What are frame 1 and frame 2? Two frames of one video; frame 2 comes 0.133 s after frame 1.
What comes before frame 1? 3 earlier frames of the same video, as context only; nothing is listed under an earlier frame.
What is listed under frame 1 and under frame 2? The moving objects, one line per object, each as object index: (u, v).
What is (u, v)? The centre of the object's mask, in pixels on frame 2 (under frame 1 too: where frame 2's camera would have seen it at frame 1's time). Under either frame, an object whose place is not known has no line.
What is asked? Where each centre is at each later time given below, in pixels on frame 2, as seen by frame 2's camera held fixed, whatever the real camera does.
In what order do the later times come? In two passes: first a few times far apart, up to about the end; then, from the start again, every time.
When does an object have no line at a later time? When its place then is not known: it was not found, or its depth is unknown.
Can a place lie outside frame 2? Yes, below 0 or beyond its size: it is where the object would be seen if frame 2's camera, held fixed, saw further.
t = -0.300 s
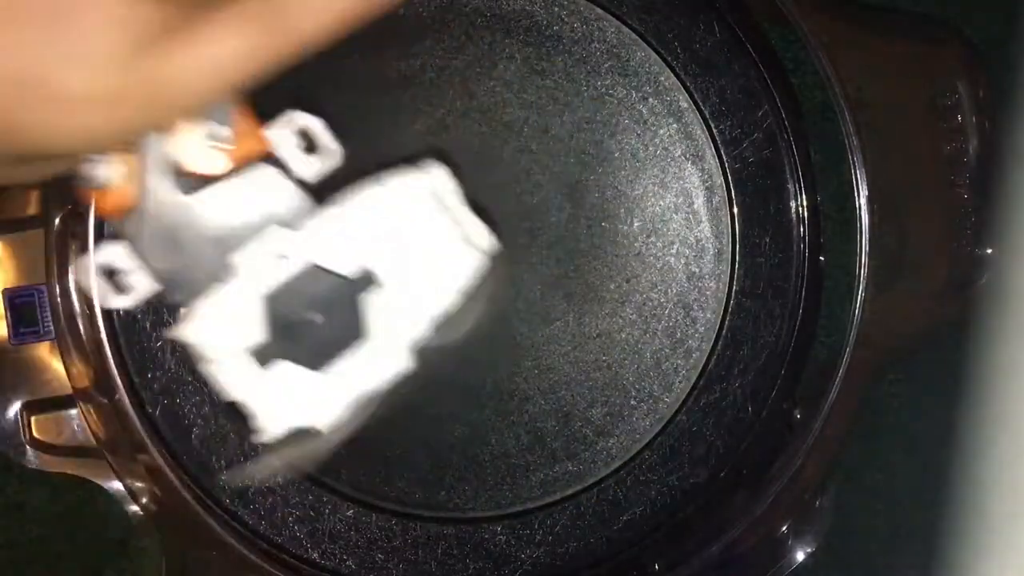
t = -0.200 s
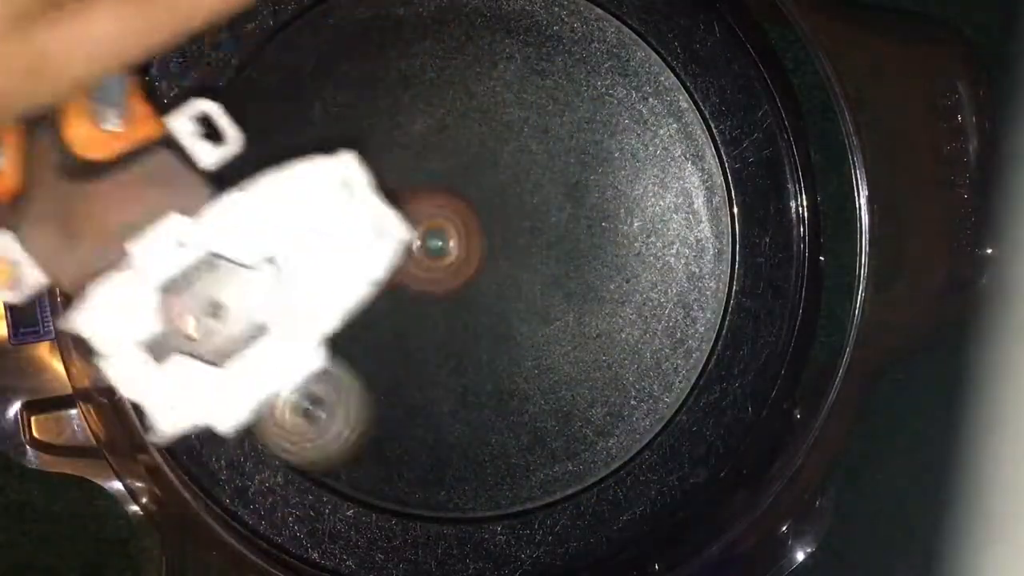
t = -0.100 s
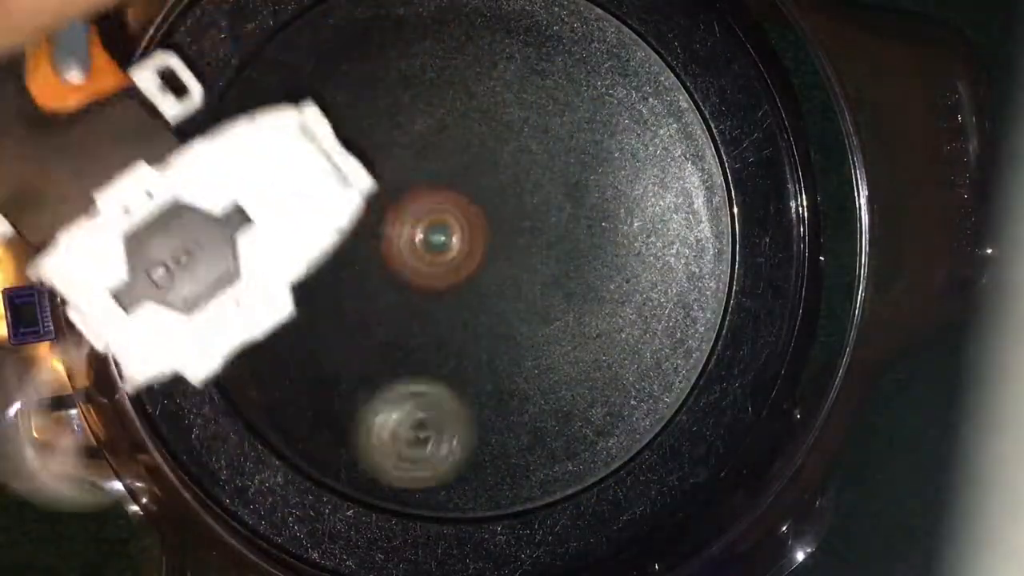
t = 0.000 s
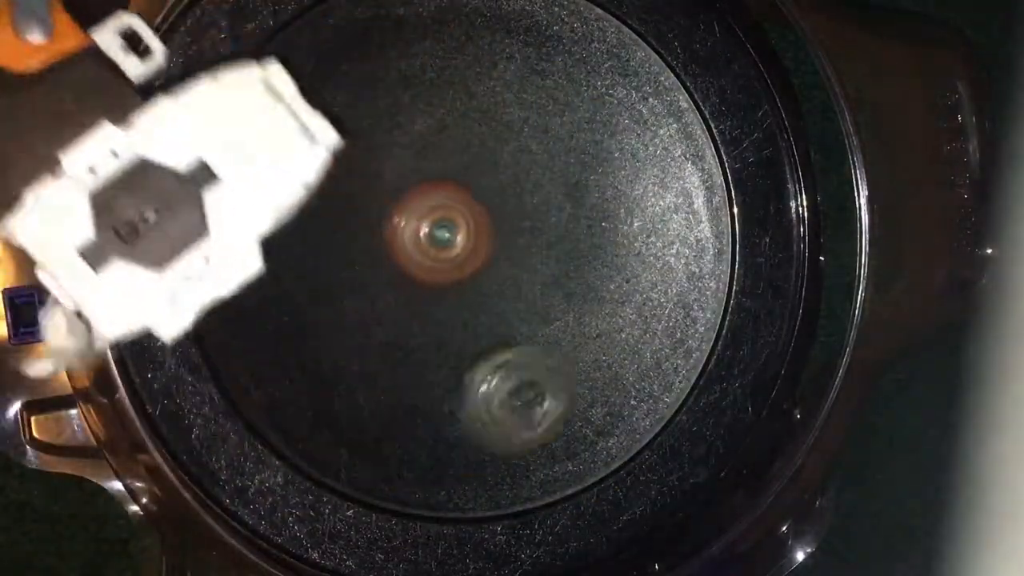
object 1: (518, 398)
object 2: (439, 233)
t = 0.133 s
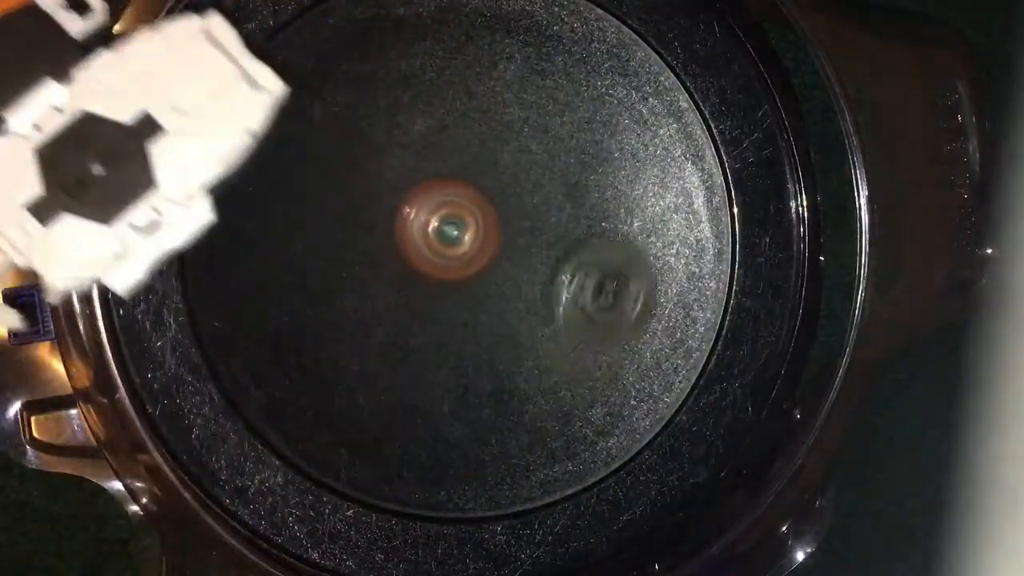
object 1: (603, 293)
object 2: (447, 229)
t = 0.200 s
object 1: (618, 230)
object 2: (453, 228)
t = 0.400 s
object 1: (559, 55)
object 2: (467, 227)
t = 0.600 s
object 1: (373, 50)
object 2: (484, 234)
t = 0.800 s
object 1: (305, 245)
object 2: (492, 243)
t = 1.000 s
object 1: (436, 398)
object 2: (489, 252)
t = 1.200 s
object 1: (612, 380)
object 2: (481, 261)
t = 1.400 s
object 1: (664, 215)
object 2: (468, 266)
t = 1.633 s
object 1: (482, 99)
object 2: (452, 265)
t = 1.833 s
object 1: (316, 190)
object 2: (442, 258)
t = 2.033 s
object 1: (298, 371)
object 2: (437, 248)
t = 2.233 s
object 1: (459, 439)
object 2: (439, 238)
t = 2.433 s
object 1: (589, 304)
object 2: (447, 231)
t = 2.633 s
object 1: (562, 134)
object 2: (459, 230)
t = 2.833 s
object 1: (421, 53)
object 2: (473, 232)
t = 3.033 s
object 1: (293, 170)
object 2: (482, 240)
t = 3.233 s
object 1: (367, 342)
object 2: (483, 250)
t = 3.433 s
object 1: (537, 372)
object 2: (479, 259)
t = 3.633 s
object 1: (649, 264)
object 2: (470, 264)
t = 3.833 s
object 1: (588, 121)
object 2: (458, 264)
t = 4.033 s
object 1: (411, 128)
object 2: (449, 258)
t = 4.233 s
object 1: (300, 255)
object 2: (458, 263)
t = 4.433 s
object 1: (334, 405)
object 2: (465, 258)
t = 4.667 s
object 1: (515, 383)
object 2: (474, 254)
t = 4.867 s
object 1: (594, 253)
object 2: (473, 223)
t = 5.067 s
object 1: (540, 113)
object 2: (472, 223)
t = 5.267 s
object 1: (389, 106)
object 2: (471, 228)
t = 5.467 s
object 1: (330, 253)
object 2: (469, 236)
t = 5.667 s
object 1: (430, 374)
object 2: (467, 243)
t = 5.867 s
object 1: (571, 351)
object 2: (463, 249)
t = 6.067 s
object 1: (607, 214)
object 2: (459, 252)
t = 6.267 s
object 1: (490, 123)
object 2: (454, 251)
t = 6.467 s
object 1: (351, 172)
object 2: (451, 249)
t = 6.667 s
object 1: (326, 318)
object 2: (451, 246)
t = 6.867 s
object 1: (451, 385)
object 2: (454, 243)
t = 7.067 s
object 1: (567, 304)
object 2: (459, 243)
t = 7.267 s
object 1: (569, 167)
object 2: (463, 246)
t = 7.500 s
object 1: (428, 104)
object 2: (467, 252)
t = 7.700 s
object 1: (344, 215)
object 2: (466, 256)
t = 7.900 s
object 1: (389, 349)
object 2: (470, 259)
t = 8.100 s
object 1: (518, 372)
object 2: (470, 259)
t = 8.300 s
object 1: (584, 261)
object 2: (468, 258)
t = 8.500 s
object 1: (526, 148)
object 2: (465, 254)
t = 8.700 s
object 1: (396, 145)
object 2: (465, 248)
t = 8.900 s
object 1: (339, 261)
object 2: (466, 244)
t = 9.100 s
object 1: (424, 357)
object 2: (469, 243)
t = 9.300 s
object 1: (527, 421)
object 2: (496, 145)
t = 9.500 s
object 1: (582, 457)
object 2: (524, 53)
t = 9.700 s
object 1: (563, 364)
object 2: (505, 101)
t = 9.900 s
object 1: (485, 300)
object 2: (492, 159)
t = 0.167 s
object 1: (614, 258)
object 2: (450, 228)
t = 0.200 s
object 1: (618, 230)
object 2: (453, 228)
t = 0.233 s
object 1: (622, 197)
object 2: (454, 228)
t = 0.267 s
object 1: (619, 167)
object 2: (457, 227)
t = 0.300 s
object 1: (612, 135)
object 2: (459, 227)
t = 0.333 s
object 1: (598, 105)
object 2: (461, 227)
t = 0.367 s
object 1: (582, 79)
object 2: (464, 227)
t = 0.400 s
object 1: (559, 55)
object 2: (467, 227)
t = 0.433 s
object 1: (531, 43)
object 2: (471, 227)
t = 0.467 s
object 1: (503, 35)
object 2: (475, 228)
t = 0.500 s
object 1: (472, 34)
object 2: (477, 230)
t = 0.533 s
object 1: (439, 35)
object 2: (479, 230)
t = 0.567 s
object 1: (403, 40)
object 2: (482, 232)
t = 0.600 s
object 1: (373, 50)
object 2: (484, 234)
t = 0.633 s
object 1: (345, 70)
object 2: (486, 235)
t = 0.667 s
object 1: (324, 99)
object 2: (487, 236)
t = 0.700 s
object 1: (309, 135)
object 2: (489, 238)
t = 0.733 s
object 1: (301, 170)
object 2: (491, 240)
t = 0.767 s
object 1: (299, 208)
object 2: (491, 241)
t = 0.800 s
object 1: (305, 245)
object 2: (492, 243)
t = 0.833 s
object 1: (315, 280)
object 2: (492, 244)
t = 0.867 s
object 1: (332, 313)
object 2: (492, 246)
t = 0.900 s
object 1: (352, 341)
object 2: (492, 248)
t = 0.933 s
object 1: (379, 365)
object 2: (492, 249)
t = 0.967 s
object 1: (406, 384)
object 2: (491, 251)
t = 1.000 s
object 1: (436, 398)
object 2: (489, 252)
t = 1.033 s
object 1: (467, 407)
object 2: (489, 254)
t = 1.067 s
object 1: (497, 413)
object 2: (487, 255)
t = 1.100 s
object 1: (529, 413)
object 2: (486, 256)
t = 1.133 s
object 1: (558, 407)
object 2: (485, 258)
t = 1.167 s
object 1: (585, 396)
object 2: (483, 259)
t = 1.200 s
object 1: (612, 380)
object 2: (481, 261)
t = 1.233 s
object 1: (631, 358)
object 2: (480, 262)
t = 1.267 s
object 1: (650, 337)
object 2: (479, 262)
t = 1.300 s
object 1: (664, 307)
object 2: (476, 263)
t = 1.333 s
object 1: (670, 279)
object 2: (473, 264)
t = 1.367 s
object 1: (670, 246)
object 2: (471, 265)
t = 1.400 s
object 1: (664, 215)
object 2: (468, 266)
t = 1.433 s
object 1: (649, 184)
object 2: (467, 266)
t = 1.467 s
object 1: (631, 157)
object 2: (464, 266)
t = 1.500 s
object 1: (608, 138)
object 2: (462, 266)
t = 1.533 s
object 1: (578, 119)
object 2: (459, 267)
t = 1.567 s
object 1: (549, 108)
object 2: (457, 266)
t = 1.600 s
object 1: (514, 100)
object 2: (455, 266)
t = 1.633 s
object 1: (482, 99)
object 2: (452, 265)
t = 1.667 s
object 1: (448, 103)
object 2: (451, 264)
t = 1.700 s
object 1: (416, 112)
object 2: (449, 263)
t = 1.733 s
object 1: (385, 127)
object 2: (447, 262)
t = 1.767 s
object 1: (359, 144)
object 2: (445, 261)
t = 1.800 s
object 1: (335, 166)
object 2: (444, 259)
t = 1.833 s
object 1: (316, 190)
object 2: (442, 258)
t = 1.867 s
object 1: (299, 219)
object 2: (441, 256)
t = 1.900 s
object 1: (288, 248)
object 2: (440, 255)
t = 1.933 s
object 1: (281, 279)
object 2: (439, 253)
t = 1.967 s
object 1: (280, 310)
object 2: (438, 252)
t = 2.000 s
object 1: (286, 342)
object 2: (437, 250)
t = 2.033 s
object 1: (298, 371)
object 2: (437, 248)
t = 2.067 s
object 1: (316, 396)
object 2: (437, 246)
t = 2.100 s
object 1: (339, 417)
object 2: (437, 244)
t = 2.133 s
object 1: (368, 433)
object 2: (437, 242)
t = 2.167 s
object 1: (397, 443)
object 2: (438, 240)
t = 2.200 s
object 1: (428, 445)
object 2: (438, 239)
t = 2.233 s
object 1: (459, 439)
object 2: (439, 238)
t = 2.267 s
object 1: (488, 430)
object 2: (440, 237)
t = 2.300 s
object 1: (516, 415)
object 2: (441, 236)
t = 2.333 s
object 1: (540, 390)
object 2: (442, 234)
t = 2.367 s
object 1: (560, 364)
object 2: (443, 233)
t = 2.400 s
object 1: (576, 336)
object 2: (445, 232)
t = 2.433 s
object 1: (589, 304)
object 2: (447, 231)
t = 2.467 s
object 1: (593, 276)
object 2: (448, 230)
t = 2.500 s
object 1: (595, 248)
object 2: (450, 230)
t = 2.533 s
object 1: (593, 213)
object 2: (452, 229)
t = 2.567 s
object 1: (586, 186)
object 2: (454, 229)
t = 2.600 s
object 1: (578, 161)
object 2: (456, 229)
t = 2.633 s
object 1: (562, 134)
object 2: (459, 230)
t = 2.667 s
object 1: (544, 109)
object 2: (461, 230)
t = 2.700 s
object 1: (525, 90)
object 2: (463, 230)
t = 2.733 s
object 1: (501, 74)
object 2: (467, 229)
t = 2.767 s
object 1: (475, 60)
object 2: (469, 230)
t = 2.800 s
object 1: (448, 53)
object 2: (472, 230)
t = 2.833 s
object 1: (421, 53)
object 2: (473, 232)
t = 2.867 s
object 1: (389, 57)
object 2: (475, 233)
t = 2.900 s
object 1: (362, 68)
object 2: (477, 234)
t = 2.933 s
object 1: (337, 87)
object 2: (479, 236)
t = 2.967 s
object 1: (317, 110)
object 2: (480, 237)
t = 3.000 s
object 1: (301, 138)
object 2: (481, 239)
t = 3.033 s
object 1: (293, 170)
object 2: (482, 240)
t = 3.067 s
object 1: (291, 203)
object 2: (482, 242)
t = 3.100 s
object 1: (296, 236)
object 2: (483, 244)
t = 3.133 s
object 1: (307, 268)
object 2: (483, 246)
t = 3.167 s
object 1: (324, 297)
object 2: (483, 247)
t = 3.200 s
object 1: (344, 322)
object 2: (483, 249)
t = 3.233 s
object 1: (367, 342)
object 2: (483, 250)
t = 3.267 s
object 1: (395, 359)
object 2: (483, 251)
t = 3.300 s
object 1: (423, 369)
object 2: (482, 253)
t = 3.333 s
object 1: (452, 376)
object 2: (482, 254)
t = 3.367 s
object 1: (479, 380)
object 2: (480, 256)
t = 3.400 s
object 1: (509, 379)
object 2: (479, 257)
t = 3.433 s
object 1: (537, 372)
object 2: (479, 259)
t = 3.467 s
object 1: (562, 364)
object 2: (477, 260)
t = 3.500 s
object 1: (588, 349)
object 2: (476, 260)
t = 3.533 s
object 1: (608, 330)
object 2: (474, 261)
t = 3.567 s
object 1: (626, 312)
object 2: (473, 262)
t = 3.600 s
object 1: (639, 289)
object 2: (471, 263)
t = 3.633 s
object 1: (649, 264)
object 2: (470, 264)
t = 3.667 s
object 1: (652, 238)
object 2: (468, 264)
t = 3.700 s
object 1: (648, 209)
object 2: (466, 264)
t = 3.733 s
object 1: (643, 183)
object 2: (464, 264)
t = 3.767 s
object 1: (628, 157)
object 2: (461, 264)
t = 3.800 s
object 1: (611, 138)
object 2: (459, 264)
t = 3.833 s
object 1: (588, 121)
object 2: (458, 264)
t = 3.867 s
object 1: (561, 109)
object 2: (456, 263)
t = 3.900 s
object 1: (528, 103)
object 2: (454, 262)
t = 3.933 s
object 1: (499, 100)
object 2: (453, 262)
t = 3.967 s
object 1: (469, 105)
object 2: (451, 260)
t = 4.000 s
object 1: (440, 114)
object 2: (450, 259)
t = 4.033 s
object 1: (411, 128)
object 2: (449, 258)
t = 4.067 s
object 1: (387, 145)
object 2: (447, 257)
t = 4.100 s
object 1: (365, 166)
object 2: (447, 256)
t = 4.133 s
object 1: (348, 188)
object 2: (447, 256)
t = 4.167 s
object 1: (327, 208)
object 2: (453, 260)
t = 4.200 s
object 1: (312, 230)
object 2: (456, 262)
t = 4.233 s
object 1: (300, 255)
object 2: (458, 263)
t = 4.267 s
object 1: (292, 281)
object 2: (459, 263)
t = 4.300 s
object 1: (289, 308)
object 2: (460, 262)
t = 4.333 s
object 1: (292, 337)
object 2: (461, 261)
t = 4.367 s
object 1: (300, 362)
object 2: (462, 260)
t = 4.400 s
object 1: (314, 385)
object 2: (464, 259)
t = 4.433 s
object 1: (334, 405)
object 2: (465, 258)
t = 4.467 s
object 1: (358, 420)
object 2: (467, 257)
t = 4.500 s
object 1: (386, 429)
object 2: (468, 257)
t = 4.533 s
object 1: (414, 430)
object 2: (469, 255)
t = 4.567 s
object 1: (443, 425)
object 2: (470, 255)
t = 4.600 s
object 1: (469, 415)
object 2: (472, 255)
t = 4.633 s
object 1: (493, 401)
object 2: (473, 254)
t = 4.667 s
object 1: (515, 383)
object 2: (474, 254)
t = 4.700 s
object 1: (534, 359)
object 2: (476, 253)
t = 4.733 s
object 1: (554, 340)
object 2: (475, 243)
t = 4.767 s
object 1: (568, 320)
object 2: (474, 234)
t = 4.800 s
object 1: (579, 301)
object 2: (473, 229)
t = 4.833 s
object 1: (589, 278)
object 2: (472, 225)
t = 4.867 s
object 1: (594, 253)
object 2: (473, 223)
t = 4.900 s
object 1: (595, 227)
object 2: (472, 223)
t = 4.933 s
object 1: (592, 199)
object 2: (472, 223)
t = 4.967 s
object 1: (584, 172)
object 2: (472, 223)
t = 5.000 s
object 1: (573, 151)
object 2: (472, 223)
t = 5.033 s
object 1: (560, 132)
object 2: (472, 223)
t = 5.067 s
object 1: (540, 113)
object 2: (472, 223)
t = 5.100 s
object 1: (519, 98)
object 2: (472, 224)
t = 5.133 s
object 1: (492, 90)
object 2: (471, 225)
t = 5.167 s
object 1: (466, 84)
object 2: (471, 225)
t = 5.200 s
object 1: (438, 86)
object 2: (471, 226)
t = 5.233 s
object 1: (413, 93)
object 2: (471, 226)
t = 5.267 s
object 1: (389, 106)
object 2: (471, 228)
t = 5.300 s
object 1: (368, 123)
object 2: (471, 228)
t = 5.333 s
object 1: (351, 145)
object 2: (471, 231)
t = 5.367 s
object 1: (339, 170)
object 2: (470, 232)
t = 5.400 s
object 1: (332, 198)
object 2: (470, 234)
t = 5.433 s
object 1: (329, 225)
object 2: (470, 235)
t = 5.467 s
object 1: (330, 253)
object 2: (469, 236)
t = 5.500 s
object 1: (337, 280)
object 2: (469, 237)
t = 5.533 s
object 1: (349, 305)
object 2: (469, 238)
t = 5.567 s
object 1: (364, 329)
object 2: (469, 239)
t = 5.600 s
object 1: (383, 347)
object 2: (469, 241)
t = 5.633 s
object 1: (406, 363)
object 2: (468, 242)
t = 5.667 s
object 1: (430, 374)
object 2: (467, 243)
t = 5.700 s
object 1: (454, 380)
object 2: (467, 244)
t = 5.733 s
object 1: (479, 384)
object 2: (466, 245)
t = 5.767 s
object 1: (504, 382)
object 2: (466, 246)
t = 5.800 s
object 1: (527, 377)
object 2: (465, 247)
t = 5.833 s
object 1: (553, 366)
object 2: (464, 248)
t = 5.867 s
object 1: (571, 351)
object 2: (463, 249)
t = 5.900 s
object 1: (588, 331)
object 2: (462, 250)
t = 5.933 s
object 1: (602, 310)
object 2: (462, 250)
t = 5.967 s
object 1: (610, 287)
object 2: (461, 251)
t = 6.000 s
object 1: (613, 261)
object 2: (460, 251)
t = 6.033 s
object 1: (610, 236)
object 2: (459, 251)
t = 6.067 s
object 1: (607, 214)
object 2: (459, 252)
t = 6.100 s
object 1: (594, 190)
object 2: (458, 252)
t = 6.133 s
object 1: (582, 172)
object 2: (457, 252)
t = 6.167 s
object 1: (563, 154)
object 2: (456, 252)
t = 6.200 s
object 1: (541, 140)
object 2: (456, 252)
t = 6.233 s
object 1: (515, 129)
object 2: (454, 252)
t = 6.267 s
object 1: (490, 123)
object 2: (454, 251)
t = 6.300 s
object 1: (465, 121)
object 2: (453, 251)
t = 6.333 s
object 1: (438, 124)
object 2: (452, 250)
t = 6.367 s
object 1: (415, 130)
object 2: (451, 250)
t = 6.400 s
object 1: (391, 140)
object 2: (451, 250)
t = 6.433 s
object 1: (369, 154)
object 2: (450, 249)
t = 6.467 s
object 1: (351, 172)
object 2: (451, 249)
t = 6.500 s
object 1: (335, 194)
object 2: (450, 249)
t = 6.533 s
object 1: (324, 217)
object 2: (450, 248)
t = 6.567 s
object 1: (318, 242)
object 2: (450, 247)
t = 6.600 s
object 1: (316, 268)
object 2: (450, 247)
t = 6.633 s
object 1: (319, 294)
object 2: (450, 246)
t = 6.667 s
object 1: (326, 318)
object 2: (451, 246)
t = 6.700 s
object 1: (339, 339)
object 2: (451, 245)
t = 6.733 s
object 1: (357, 357)
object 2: (452, 245)
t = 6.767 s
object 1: (378, 371)
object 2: (452, 244)
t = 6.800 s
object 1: (402, 380)
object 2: (453, 244)
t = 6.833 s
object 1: (426, 385)
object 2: (453, 243)
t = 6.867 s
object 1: (451, 385)
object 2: (454, 243)
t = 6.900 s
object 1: (476, 381)
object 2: (455, 243)
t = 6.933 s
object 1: (499, 372)
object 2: (455, 243)
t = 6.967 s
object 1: (521, 359)
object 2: (457, 243)
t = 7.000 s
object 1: (538, 344)
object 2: (457, 243)
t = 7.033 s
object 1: (556, 325)
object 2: (458, 243)
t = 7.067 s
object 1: (567, 304)
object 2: (459, 243)
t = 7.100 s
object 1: (576, 282)
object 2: (459, 243)
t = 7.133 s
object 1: (582, 258)
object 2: (460, 244)
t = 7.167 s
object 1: (585, 236)
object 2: (460, 244)
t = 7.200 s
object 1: (583, 212)
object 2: (462, 245)
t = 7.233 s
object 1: (579, 188)
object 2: (463, 246)
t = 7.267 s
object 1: (569, 167)
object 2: (463, 246)
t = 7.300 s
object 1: (558, 148)
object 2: (464, 247)
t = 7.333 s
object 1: (541, 131)
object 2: (464, 248)
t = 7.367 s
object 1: (522, 116)
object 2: (465, 249)
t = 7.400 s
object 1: (499, 106)
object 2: (465, 250)
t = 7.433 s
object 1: (476, 99)
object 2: (466, 250)
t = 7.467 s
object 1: (452, 99)
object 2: (466, 251)
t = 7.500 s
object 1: (428, 104)
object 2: (467, 252)
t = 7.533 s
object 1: (406, 113)
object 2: (467, 253)
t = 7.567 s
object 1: (386, 127)
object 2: (467, 253)
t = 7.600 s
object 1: (368, 146)
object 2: (467, 254)
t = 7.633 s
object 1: (356, 167)
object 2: (467, 255)
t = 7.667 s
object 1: (347, 191)
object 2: (466, 255)
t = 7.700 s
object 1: (344, 215)
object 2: (466, 256)
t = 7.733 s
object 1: (344, 241)
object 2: (466, 257)
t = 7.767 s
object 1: (348, 266)
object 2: (466, 258)
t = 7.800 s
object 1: (354, 290)
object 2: (466, 258)
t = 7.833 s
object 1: (361, 311)
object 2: (469, 259)
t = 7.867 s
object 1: (373, 332)
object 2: (469, 259)
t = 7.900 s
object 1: (389, 349)
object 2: (470, 259)
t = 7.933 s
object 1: (408, 363)
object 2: (470, 259)
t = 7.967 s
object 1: (428, 373)
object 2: (469, 259)
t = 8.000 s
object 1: (450, 380)
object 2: (470, 259)
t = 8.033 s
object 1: (474, 382)
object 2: (470, 259)
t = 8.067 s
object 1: (494, 379)
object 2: (470, 259)
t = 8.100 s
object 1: (518, 372)
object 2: (470, 259)
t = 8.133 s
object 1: (536, 361)
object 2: (469, 259)
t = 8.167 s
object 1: (554, 346)
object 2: (469, 259)
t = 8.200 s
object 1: (566, 325)
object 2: (469, 259)
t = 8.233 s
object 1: (576, 308)
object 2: (469, 259)
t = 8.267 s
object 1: (582, 285)
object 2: (468, 258)
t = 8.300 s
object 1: (584, 261)
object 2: (468, 258)
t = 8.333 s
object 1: (584, 241)
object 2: (467, 257)
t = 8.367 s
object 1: (580, 220)
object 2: (467, 256)
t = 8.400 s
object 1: (572, 200)
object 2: (466, 256)
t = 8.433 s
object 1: (560, 180)
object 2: (466, 255)
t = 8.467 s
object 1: (544, 162)
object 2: (465, 255)
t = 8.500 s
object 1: (526, 148)
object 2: (465, 254)
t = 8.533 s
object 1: (505, 138)
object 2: (465, 253)
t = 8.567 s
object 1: (483, 132)
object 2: (465, 252)
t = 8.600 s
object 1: (460, 129)
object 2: (465, 251)
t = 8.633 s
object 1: (439, 130)
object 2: (465, 249)
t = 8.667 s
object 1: (416, 136)
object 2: (465, 249)
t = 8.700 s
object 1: (396, 145)
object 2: (465, 248)
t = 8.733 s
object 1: (377, 158)
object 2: (465, 247)
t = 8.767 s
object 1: (362, 175)
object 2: (465, 247)
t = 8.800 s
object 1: (350, 194)
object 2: (466, 246)
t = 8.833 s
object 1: (342, 216)
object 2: (466, 245)
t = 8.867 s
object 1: (339, 238)
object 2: (466, 245)
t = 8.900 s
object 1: (339, 261)
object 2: (466, 244)
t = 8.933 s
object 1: (344, 284)
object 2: (467, 244)
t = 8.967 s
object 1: (353, 305)
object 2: (467, 244)
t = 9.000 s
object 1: (366, 324)
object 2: (467, 243)
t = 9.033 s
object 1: (384, 339)
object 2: (469, 243)
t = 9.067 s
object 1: (403, 349)
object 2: (469, 243)
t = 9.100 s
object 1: (424, 357)
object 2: (469, 243)
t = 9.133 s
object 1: (445, 361)
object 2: (470, 243)
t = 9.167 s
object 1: (467, 360)
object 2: (470, 243)
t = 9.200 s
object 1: (489, 357)
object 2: (470, 243)
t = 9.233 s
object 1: (507, 365)
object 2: (473, 237)
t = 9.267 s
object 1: (518, 397)
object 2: (487, 187)
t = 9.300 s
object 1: (527, 421)
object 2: (496, 145)
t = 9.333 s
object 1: (537, 438)
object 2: (506, 111)
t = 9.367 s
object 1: (546, 446)
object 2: (514, 87)
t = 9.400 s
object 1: (556, 451)
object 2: (521, 69)
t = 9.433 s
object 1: (563, 455)
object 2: (523, 58)
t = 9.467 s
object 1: (573, 457)
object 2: (524, 54)
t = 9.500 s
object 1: (582, 457)
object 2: (524, 53)
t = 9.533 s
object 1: (590, 449)
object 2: (523, 55)
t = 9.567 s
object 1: (592, 437)
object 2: (520, 60)
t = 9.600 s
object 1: (590, 423)
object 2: (517, 68)
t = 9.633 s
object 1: (584, 404)
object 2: (513, 77)
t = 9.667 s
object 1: (576, 384)
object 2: (509, 89)
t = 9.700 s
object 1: (563, 364)
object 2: (505, 101)
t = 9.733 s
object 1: (551, 350)
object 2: (500, 116)
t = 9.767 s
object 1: (540, 332)
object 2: (495, 131)
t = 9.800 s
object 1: (527, 316)
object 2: (490, 146)
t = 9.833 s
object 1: (515, 299)
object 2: (488, 161)
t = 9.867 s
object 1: (500, 285)
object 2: (488, 174)
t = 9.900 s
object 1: (485, 300)
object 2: (492, 159)
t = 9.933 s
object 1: (469, 311)
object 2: (497, 142)
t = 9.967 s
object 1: (456, 312)
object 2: (498, 134)
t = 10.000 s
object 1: (443, 310)
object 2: (499, 130)
